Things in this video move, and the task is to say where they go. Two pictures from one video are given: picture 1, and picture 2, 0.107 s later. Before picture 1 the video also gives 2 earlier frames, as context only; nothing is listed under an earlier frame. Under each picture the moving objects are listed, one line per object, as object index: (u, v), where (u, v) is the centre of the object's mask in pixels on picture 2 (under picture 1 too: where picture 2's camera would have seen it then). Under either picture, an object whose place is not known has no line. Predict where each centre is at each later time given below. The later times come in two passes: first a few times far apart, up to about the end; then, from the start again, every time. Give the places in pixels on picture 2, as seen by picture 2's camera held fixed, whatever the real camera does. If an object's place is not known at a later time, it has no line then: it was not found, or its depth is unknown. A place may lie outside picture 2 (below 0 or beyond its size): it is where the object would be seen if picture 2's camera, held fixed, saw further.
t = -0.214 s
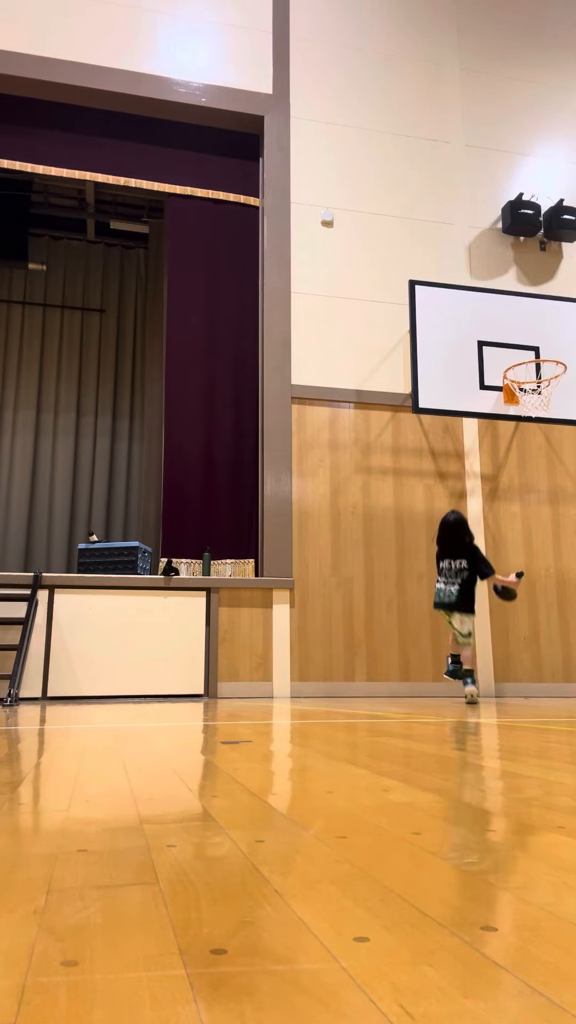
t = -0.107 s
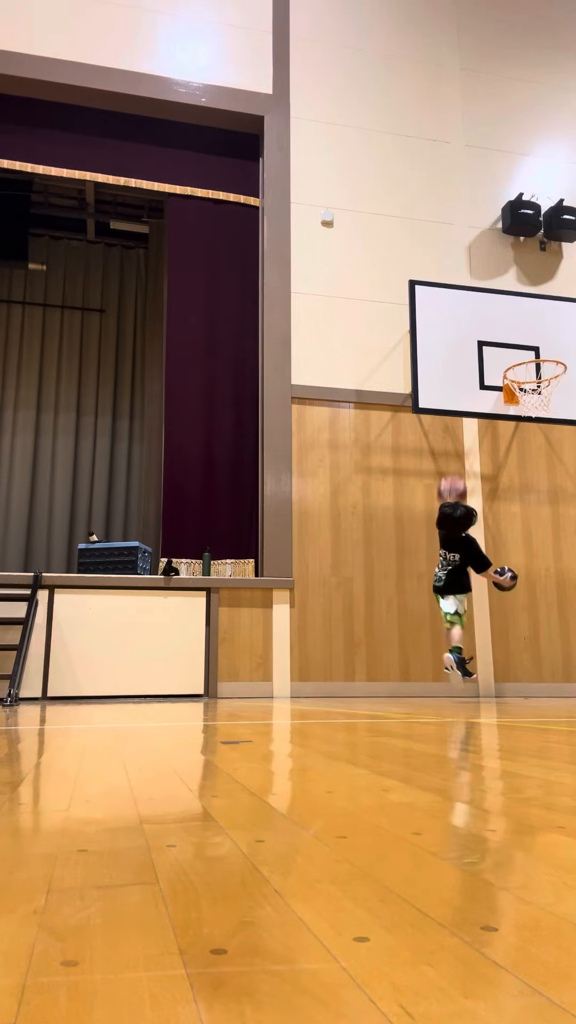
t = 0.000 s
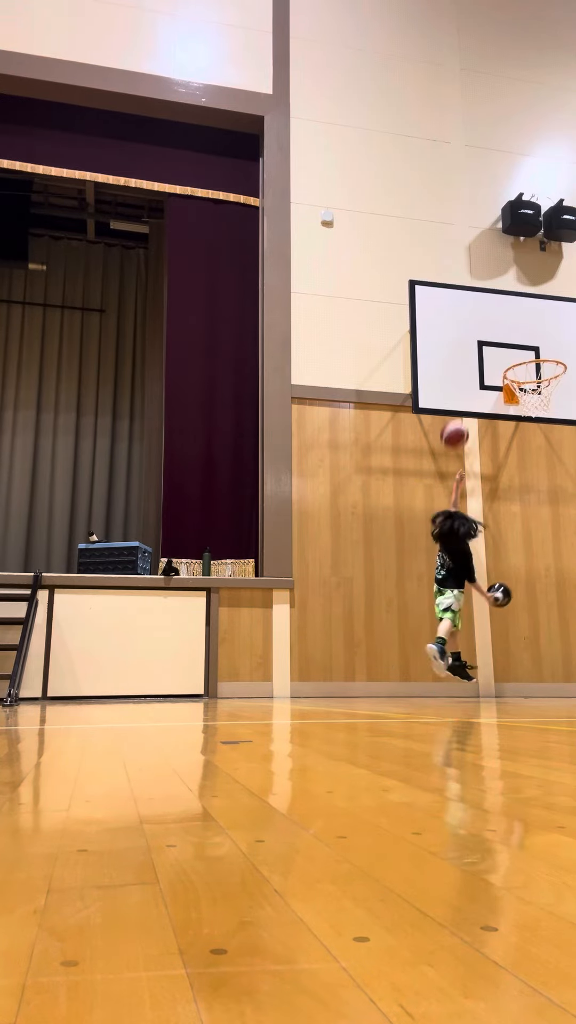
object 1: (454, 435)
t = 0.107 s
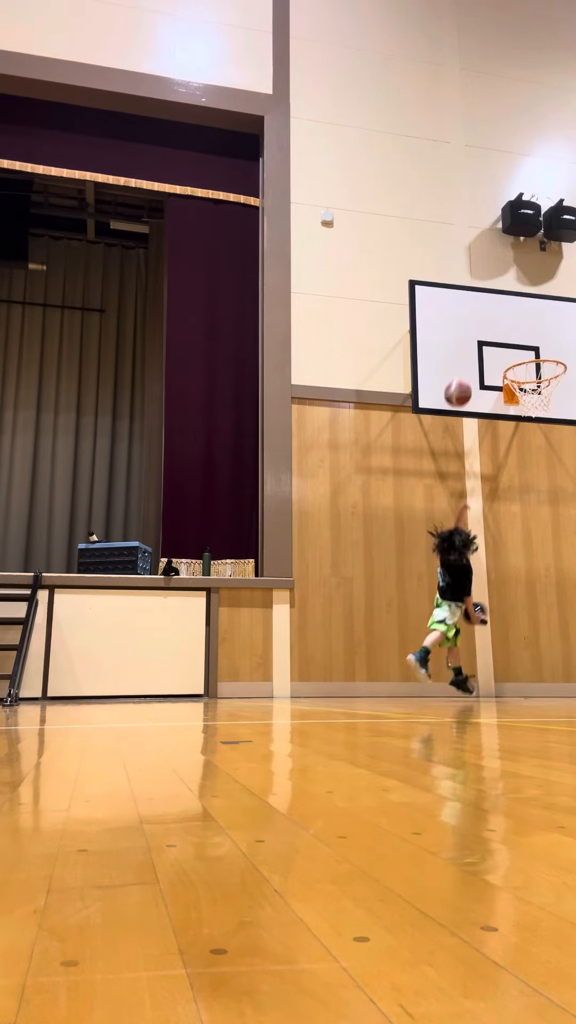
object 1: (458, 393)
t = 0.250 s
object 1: (471, 351)
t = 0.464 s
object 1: (505, 333)
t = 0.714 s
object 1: (540, 346)
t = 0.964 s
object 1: (547, 365)
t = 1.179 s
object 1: (534, 395)
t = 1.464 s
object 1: (535, 401)
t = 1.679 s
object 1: (550, 437)
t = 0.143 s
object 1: (459, 383)
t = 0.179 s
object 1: (461, 367)
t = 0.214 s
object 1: (466, 359)
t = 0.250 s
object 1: (471, 351)
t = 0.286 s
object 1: (477, 345)
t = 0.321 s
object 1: (482, 341)
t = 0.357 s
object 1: (488, 337)
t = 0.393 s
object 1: (494, 334)
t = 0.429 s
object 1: (500, 333)
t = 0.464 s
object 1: (505, 333)
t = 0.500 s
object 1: (511, 334)
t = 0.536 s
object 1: (518, 337)
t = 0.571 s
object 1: (524, 340)
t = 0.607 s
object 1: (531, 345)
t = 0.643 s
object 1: (535, 348)
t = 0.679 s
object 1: (538, 347)
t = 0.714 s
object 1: (540, 346)
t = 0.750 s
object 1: (543, 346)
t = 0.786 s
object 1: (546, 347)
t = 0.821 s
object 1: (552, 354)
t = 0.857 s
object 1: (554, 359)
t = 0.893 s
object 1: (551, 360)
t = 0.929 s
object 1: (549, 362)
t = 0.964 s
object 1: (547, 365)
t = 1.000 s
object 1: (545, 370)
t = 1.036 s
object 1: (543, 375)
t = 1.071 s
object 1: (539, 380)
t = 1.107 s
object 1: (537, 386)
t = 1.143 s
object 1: (536, 391)
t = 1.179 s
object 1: (534, 395)
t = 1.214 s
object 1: (531, 397)
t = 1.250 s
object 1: (529, 397)
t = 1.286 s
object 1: (527, 397)
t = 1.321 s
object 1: (527, 398)
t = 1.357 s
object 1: (528, 398)
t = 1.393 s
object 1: (529, 399)
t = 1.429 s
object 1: (531, 399)
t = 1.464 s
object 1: (535, 401)
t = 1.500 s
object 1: (538, 408)
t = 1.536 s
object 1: (540, 410)
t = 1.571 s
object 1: (543, 415)
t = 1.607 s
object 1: (545, 422)
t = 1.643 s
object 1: (548, 428)
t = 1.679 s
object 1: (550, 437)
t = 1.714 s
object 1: (553, 446)
